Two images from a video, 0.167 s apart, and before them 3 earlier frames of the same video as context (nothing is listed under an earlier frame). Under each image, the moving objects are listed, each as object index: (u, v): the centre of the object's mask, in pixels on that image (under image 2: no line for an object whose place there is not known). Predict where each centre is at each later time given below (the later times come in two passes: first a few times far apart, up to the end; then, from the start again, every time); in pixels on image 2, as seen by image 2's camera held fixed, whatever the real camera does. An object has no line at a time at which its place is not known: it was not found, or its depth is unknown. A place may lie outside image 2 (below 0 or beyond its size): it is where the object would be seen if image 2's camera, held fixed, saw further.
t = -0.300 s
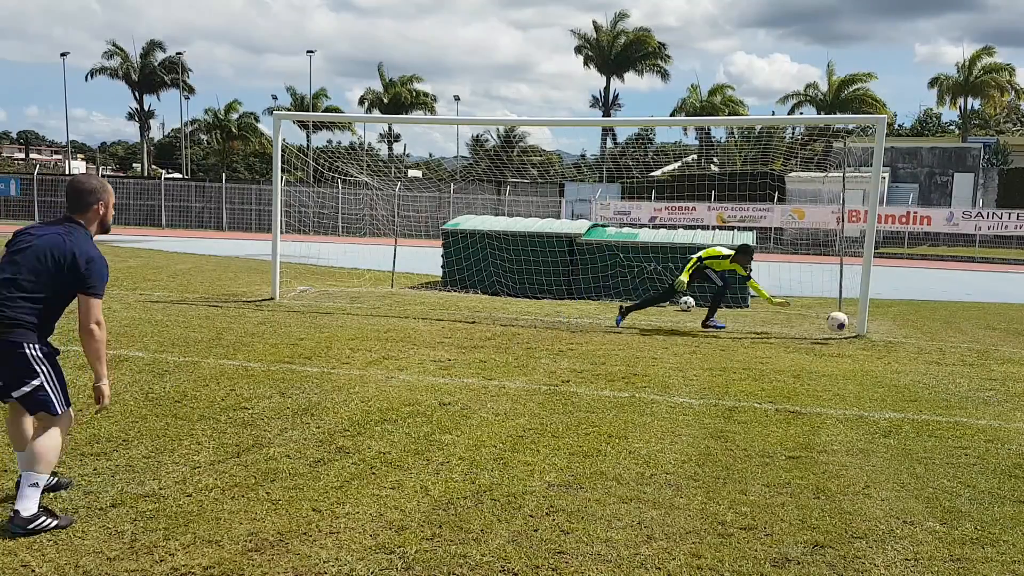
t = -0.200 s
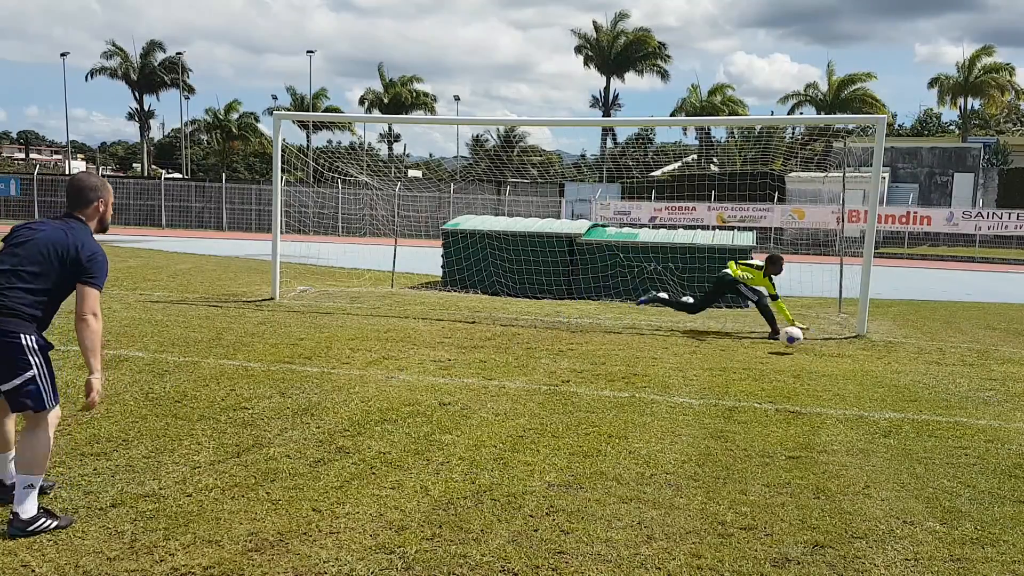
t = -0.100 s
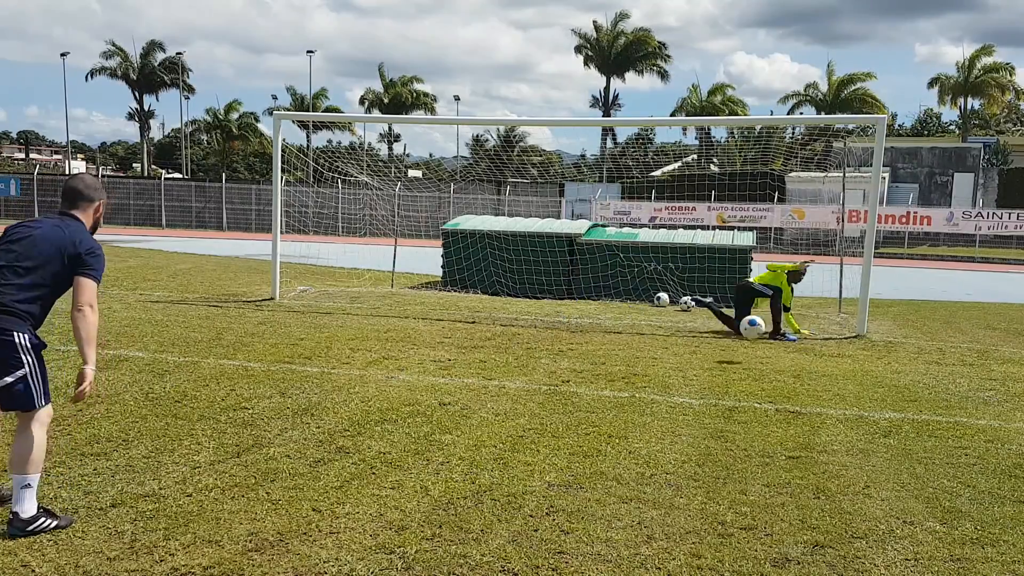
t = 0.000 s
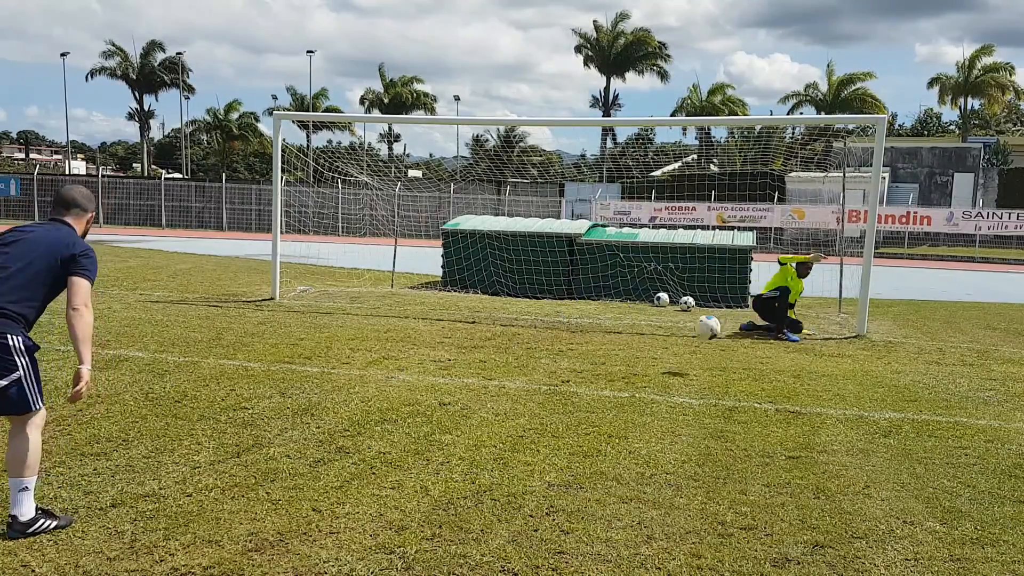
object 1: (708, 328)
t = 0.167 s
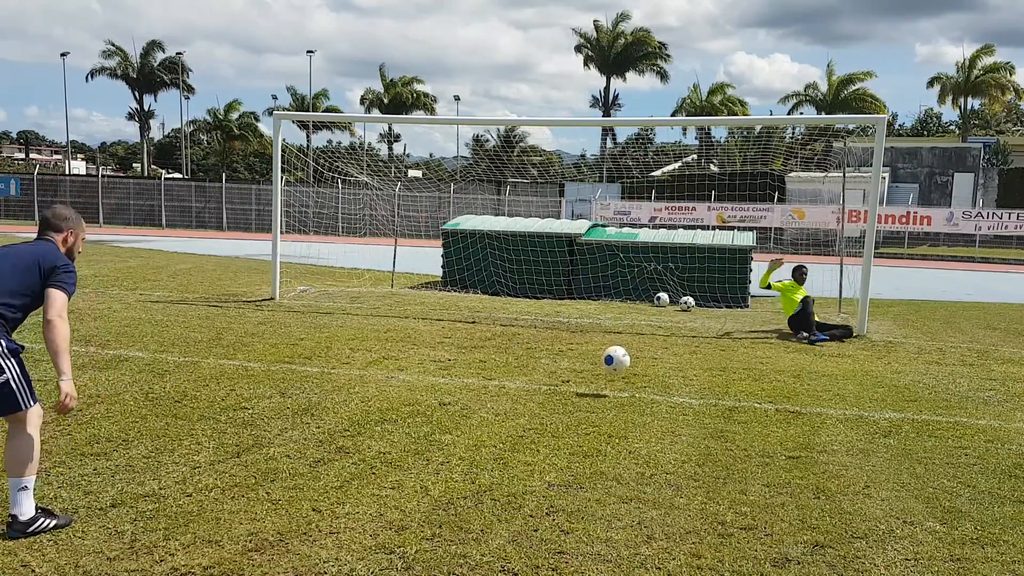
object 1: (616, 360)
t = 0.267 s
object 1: (552, 394)
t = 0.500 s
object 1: (384, 429)
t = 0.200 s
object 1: (595, 373)
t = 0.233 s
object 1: (572, 388)
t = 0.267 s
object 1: (552, 394)
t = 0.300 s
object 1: (533, 396)
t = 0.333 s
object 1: (511, 398)
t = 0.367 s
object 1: (488, 403)
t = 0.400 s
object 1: (465, 411)
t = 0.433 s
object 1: (439, 420)
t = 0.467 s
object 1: (411, 430)
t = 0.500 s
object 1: (384, 429)
